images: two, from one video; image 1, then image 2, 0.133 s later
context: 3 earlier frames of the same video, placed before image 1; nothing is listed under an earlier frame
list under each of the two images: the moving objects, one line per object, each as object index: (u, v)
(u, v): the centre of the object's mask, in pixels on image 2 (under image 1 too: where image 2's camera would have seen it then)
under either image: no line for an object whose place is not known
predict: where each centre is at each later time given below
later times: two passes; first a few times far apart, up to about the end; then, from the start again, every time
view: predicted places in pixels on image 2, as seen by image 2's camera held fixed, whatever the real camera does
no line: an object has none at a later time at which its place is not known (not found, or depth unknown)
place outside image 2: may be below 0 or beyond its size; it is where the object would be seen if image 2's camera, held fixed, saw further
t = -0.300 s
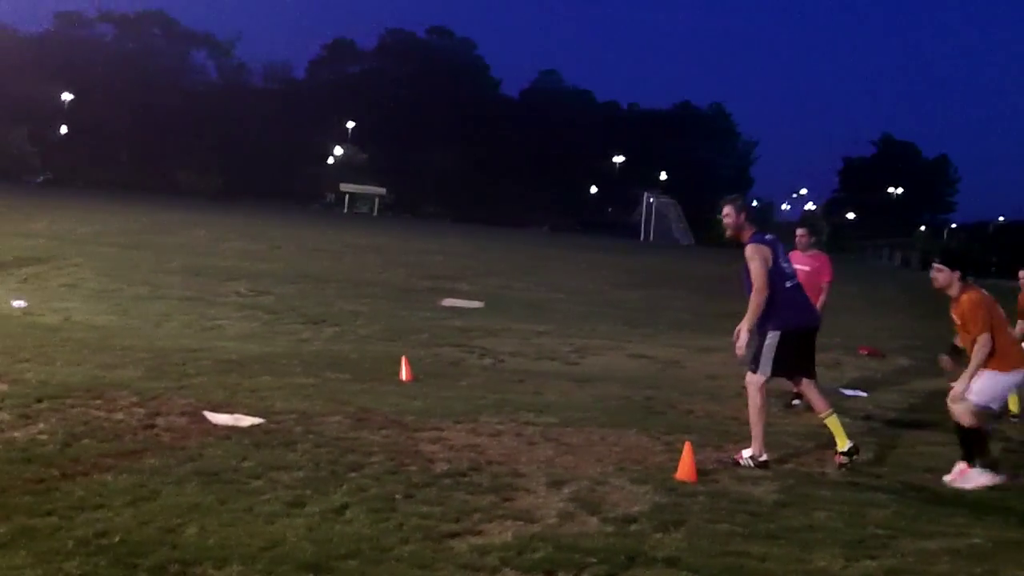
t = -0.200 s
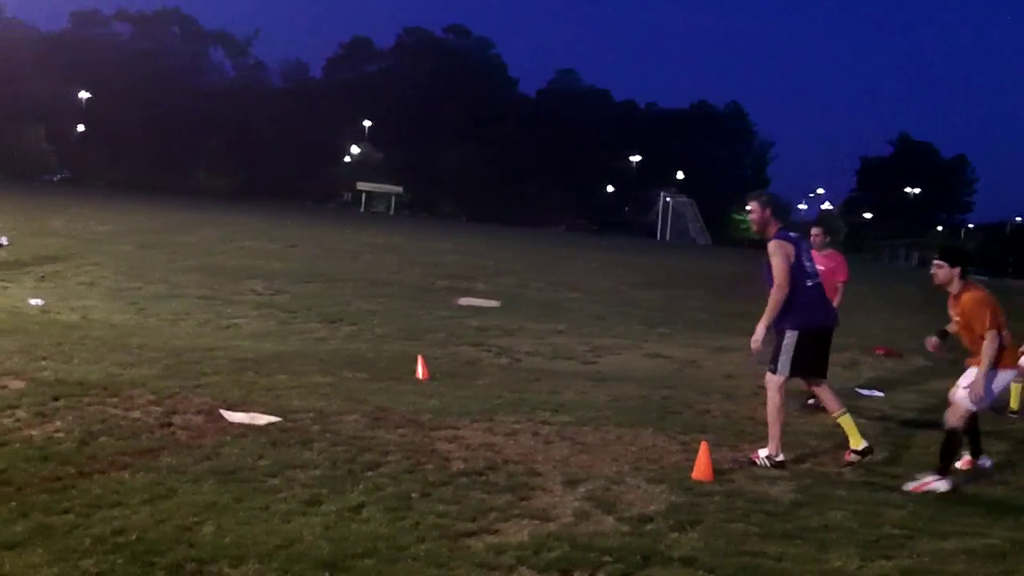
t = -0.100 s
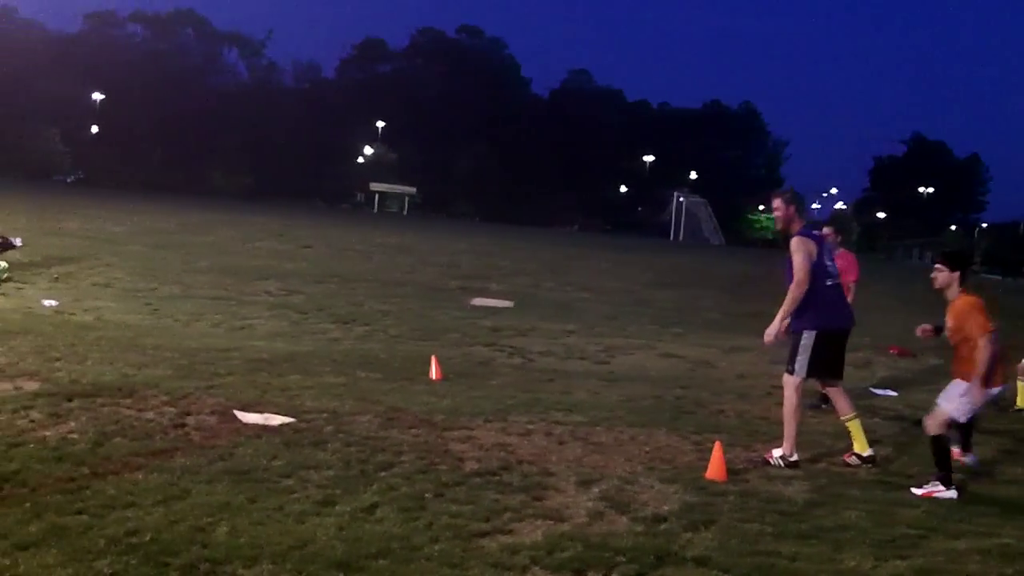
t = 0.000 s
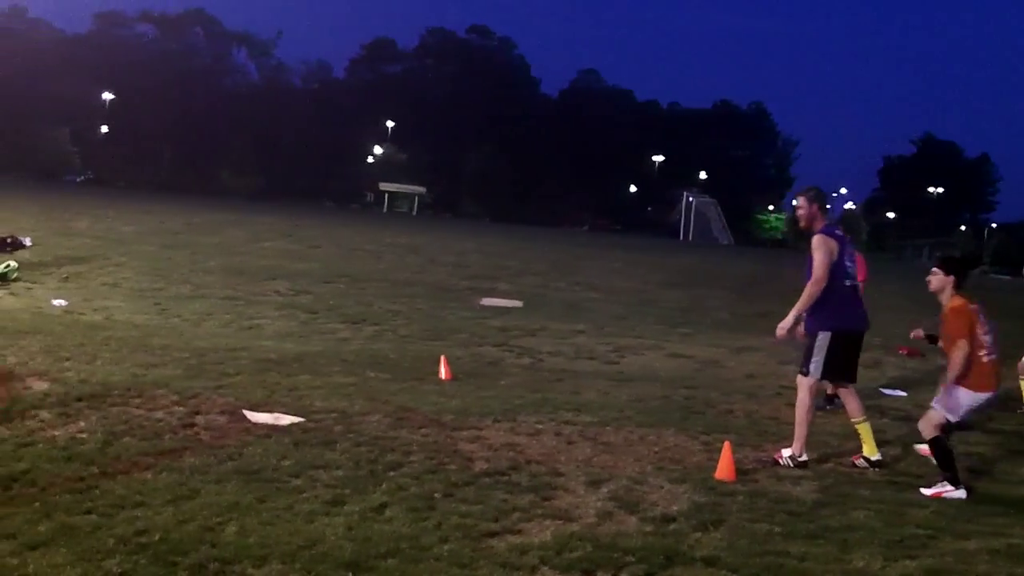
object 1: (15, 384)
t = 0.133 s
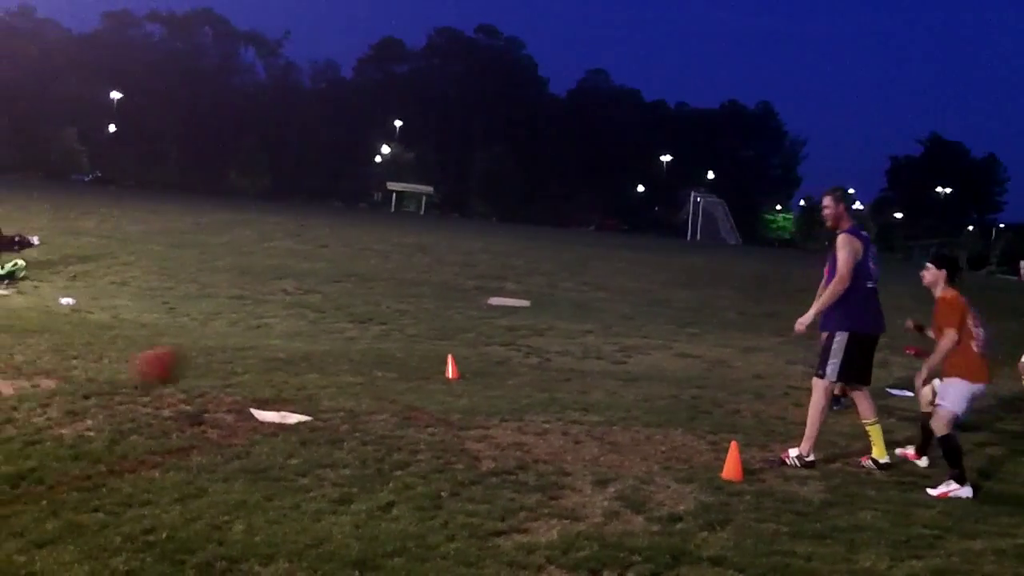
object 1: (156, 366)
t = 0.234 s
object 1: (263, 352)
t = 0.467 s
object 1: (472, 376)
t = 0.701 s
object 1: (627, 377)
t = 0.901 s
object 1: (733, 389)
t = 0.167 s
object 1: (193, 359)
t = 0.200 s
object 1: (229, 355)
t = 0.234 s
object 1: (263, 352)
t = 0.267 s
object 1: (297, 350)
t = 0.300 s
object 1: (330, 350)
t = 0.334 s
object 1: (360, 353)
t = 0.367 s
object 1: (388, 356)
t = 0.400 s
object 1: (419, 360)
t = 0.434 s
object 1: (446, 367)
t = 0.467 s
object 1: (472, 376)
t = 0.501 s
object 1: (495, 384)
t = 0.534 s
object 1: (519, 394)
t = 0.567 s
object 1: (542, 396)
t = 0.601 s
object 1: (564, 390)
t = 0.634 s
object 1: (587, 384)
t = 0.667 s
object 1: (607, 380)
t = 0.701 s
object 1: (627, 377)
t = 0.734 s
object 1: (646, 375)
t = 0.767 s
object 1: (665, 376)
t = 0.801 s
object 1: (682, 376)
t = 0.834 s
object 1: (699, 379)
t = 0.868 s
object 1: (716, 384)
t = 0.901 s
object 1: (733, 389)
